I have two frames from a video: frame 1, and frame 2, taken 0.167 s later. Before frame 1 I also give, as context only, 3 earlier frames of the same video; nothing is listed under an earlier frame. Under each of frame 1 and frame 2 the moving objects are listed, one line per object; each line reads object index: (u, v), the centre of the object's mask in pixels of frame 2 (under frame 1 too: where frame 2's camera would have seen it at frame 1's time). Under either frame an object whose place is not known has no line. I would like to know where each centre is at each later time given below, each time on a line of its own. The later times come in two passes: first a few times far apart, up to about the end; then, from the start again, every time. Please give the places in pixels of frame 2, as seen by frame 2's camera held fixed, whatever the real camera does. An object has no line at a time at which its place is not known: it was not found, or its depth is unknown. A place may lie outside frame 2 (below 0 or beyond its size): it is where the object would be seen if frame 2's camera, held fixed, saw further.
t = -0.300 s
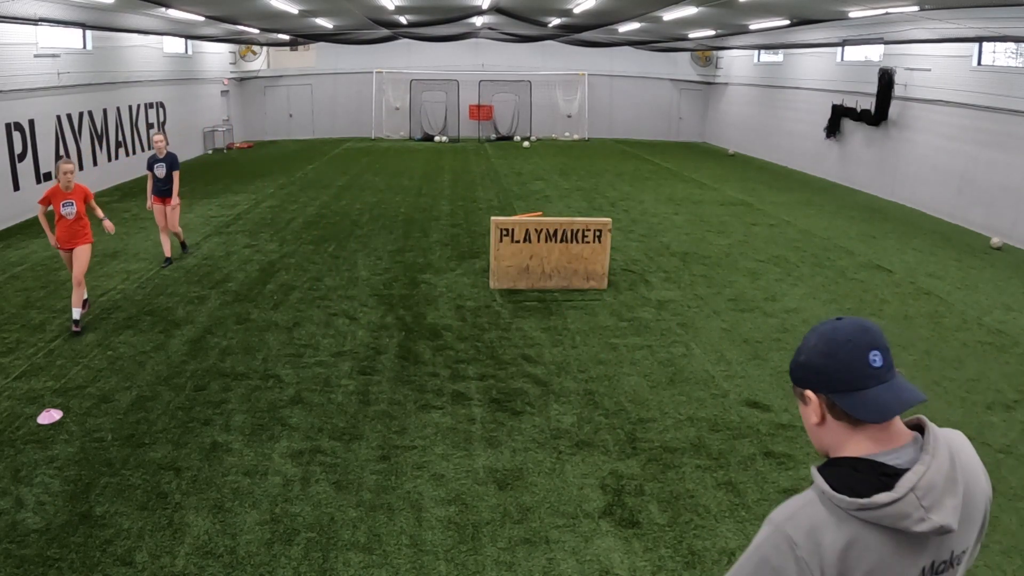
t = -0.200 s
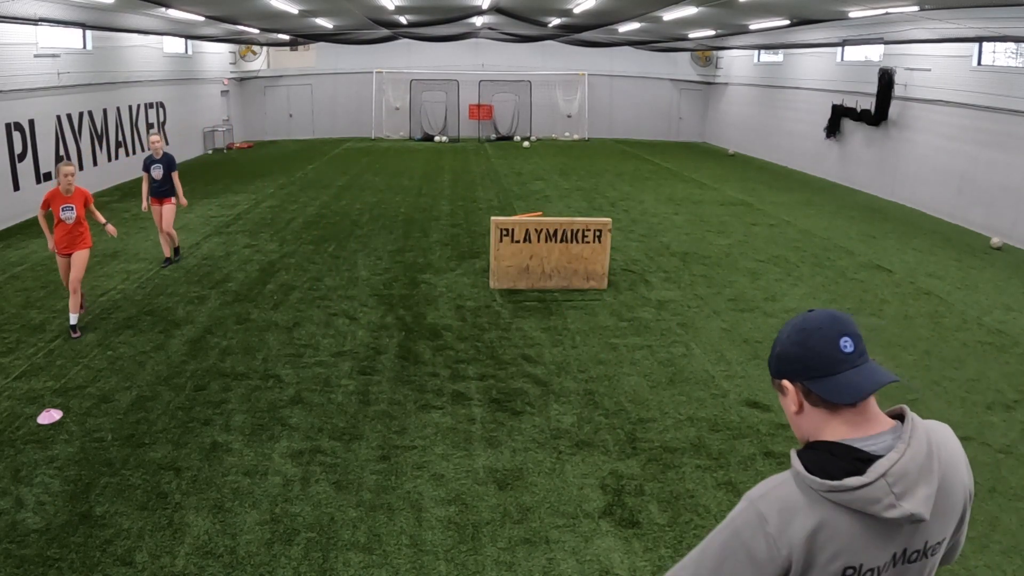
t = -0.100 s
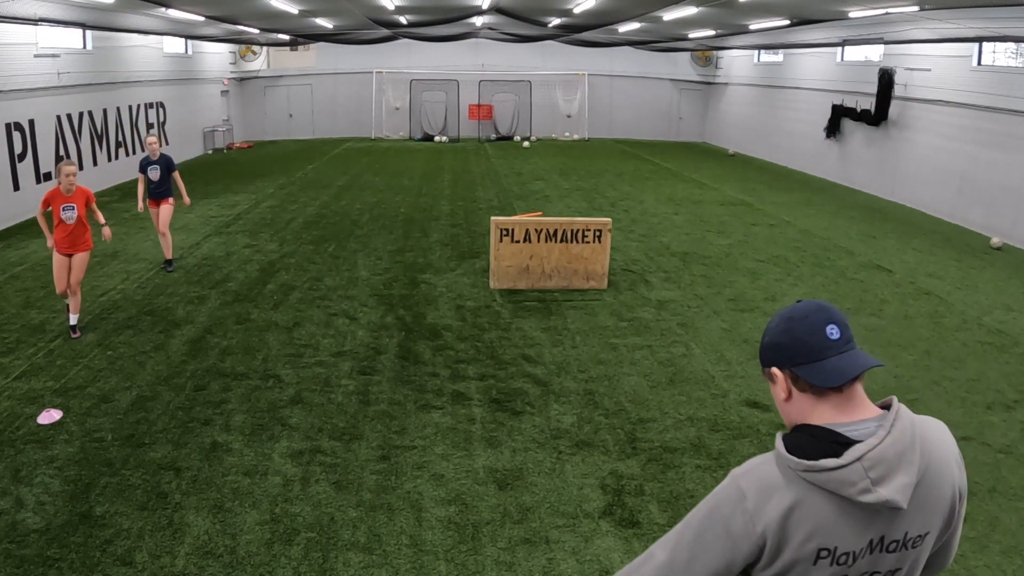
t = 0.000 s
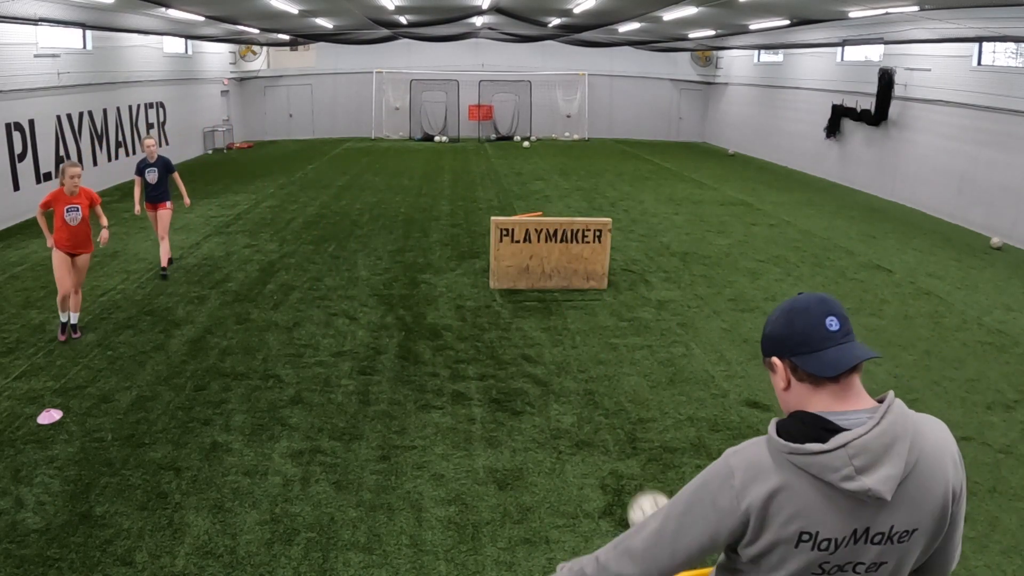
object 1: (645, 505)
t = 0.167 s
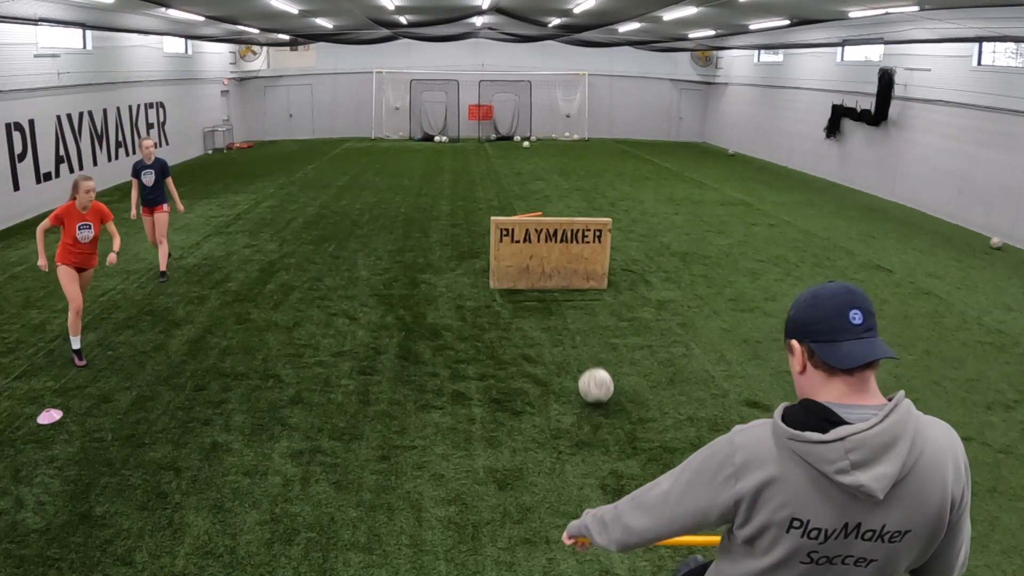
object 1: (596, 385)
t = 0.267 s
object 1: (581, 341)
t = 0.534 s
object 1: (559, 282)
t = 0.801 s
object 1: (580, 301)
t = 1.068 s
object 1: (602, 334)
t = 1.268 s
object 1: (614, 352)
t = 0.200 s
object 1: (591, 368)
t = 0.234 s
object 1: (586, 353)
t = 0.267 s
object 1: (581, 341)
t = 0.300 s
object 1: (577, 331)
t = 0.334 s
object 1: (572, 324)
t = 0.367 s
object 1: (569, 316)
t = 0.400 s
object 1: (567, 307)
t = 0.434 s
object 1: (565, 298)
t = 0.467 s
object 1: (563, 291)
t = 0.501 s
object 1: (561, 285)
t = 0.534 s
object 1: (559, 282)
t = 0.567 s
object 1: (560, 280)
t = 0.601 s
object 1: (562, 279)
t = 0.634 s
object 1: (565, 280)
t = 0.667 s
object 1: (568, 282)
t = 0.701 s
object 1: (571, 285)
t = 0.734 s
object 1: (574, 289)
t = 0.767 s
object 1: (577, 294)
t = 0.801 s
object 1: (580, 301)
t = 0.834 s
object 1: (583, 309)
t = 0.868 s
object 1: (586, 319)
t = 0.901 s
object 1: (589, 324)
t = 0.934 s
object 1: (592, 324)
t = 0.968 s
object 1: (594, 325)
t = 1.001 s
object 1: (597, 326)
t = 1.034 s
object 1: (599, 329)
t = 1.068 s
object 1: (602, 334)
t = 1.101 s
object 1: (604, 340)
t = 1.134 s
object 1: (606, 346)
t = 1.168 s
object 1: (608, 346)
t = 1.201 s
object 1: (610, 347)
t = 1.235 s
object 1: (612, 349)
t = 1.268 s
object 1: (614, 352)
